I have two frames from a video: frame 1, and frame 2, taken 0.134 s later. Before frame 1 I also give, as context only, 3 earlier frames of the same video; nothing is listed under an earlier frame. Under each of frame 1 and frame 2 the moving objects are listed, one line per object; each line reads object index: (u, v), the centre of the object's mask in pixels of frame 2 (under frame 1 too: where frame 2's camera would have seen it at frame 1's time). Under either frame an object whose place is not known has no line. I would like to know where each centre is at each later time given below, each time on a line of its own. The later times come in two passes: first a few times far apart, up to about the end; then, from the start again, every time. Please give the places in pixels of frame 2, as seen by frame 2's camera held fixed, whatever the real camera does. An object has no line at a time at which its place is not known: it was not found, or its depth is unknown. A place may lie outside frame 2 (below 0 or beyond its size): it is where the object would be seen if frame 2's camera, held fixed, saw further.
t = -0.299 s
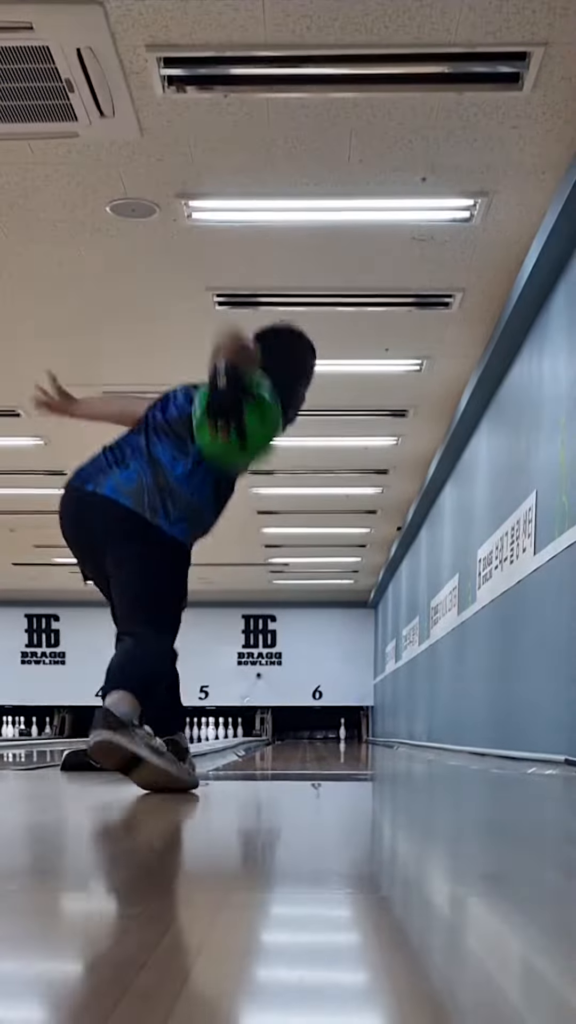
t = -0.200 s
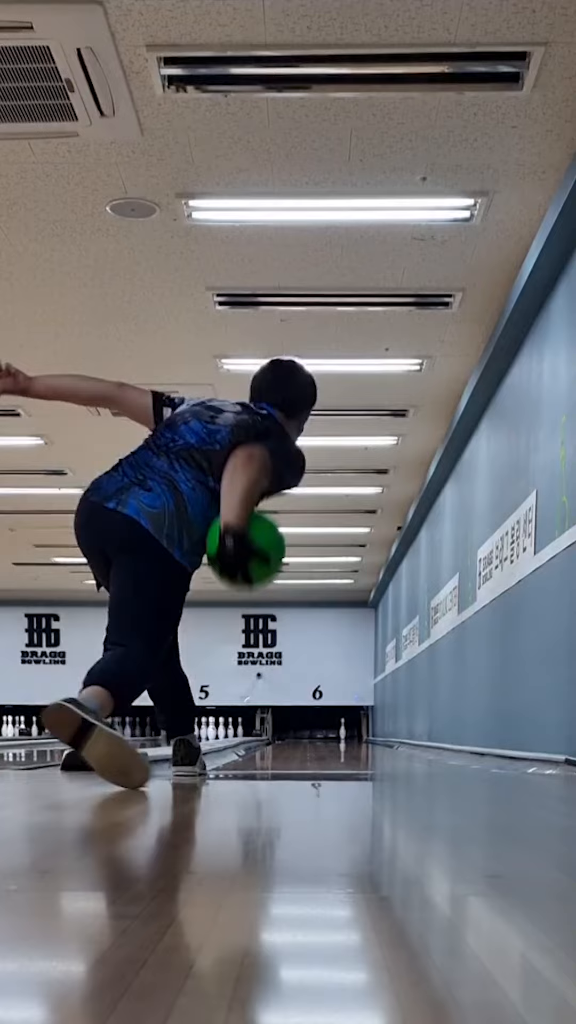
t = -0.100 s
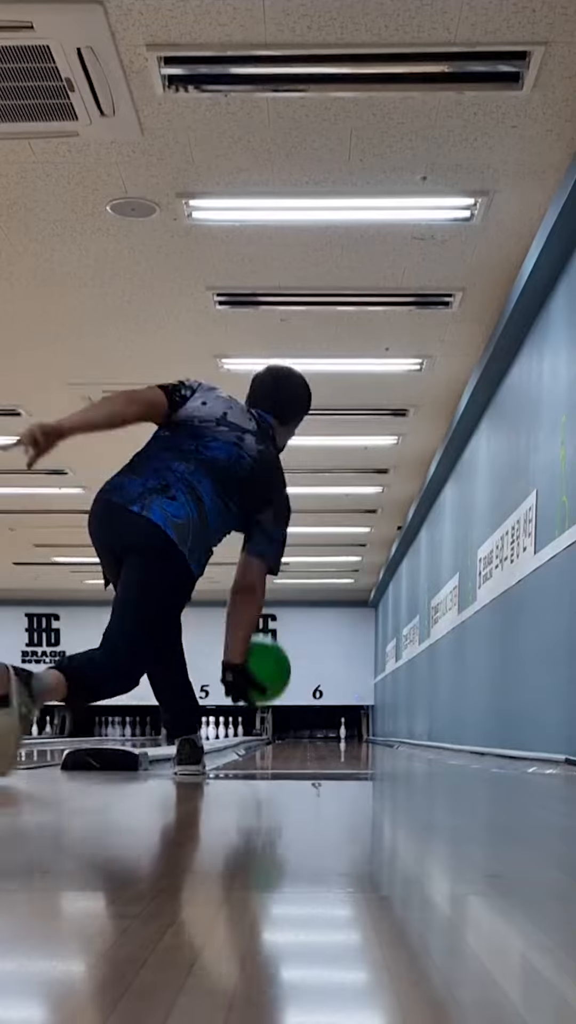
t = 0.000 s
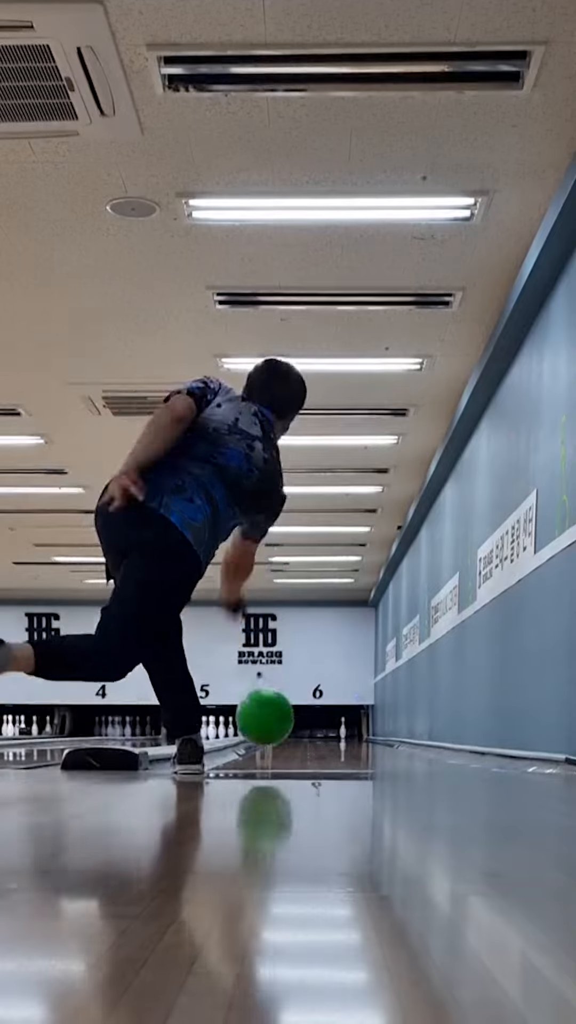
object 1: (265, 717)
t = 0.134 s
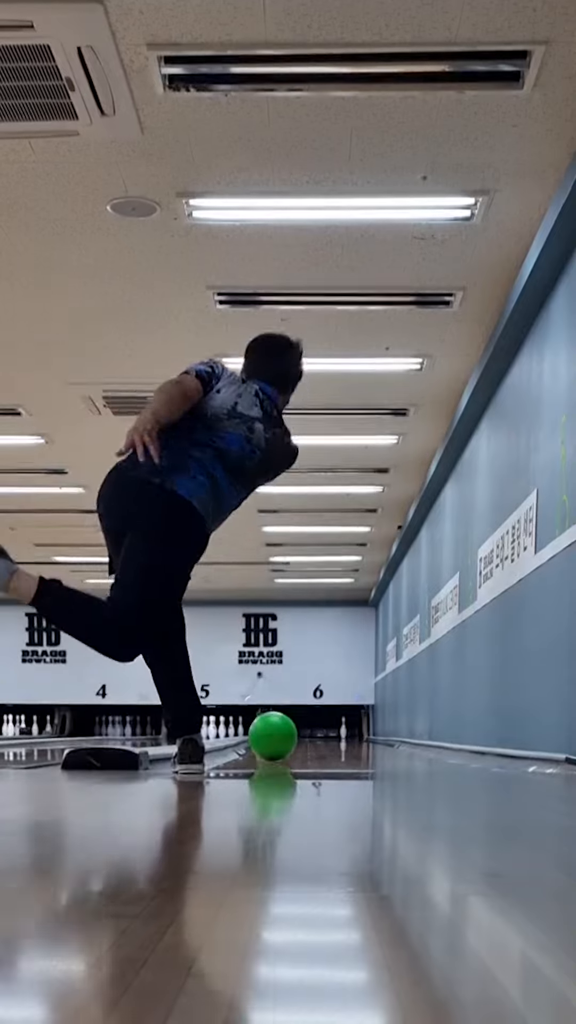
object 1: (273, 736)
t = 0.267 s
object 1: (279, 737)
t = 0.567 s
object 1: (289, 736)
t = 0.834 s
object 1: (296, 735)
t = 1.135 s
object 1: (302, 734)
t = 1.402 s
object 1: (307, 733)
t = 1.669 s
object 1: (312, 733)
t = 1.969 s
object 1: (318, 734)
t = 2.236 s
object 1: (324, 734)
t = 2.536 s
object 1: (331, 734)
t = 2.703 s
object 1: (336, 734)
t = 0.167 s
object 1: (274, 737)
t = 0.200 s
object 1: (276, 737)
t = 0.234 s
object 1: (277, 737)
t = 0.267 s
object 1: (279, 737)
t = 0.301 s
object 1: (280, 737)
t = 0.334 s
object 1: (281, 737)
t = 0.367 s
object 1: (283, 737)
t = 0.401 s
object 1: (284, 737)
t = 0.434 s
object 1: (285, 737)
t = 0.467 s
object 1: (286, 736)
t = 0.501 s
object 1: (287, 736)
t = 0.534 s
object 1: (288, 736)
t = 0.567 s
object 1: (289, 736)
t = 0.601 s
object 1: (290, 735)
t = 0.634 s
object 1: (291, 735)
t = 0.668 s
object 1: (292, 735)
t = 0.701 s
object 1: (293, 735)
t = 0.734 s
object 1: (294, 735)
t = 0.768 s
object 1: (295, 735)
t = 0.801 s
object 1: (295, 735)
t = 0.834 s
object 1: (296, 735)
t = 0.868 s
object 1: (297, 735)
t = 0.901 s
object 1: (298, 734)
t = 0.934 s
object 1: (298, 735)
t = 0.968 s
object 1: (299, 734)
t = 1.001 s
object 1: (300, 734)
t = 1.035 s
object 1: (300, 734)
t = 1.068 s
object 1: (301, 734)
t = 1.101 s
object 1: (302, 734)
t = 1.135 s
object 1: (302, 734)
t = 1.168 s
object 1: (303, 733)
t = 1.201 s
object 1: (304, 733)
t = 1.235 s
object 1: (304, 733)
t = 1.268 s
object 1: (305, 733)
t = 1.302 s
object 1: (305, 733)
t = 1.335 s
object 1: (306, 733)
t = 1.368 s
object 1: (307, 733)
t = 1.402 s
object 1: (307, 733)
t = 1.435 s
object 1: (308, 733)
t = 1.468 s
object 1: (309, 733)
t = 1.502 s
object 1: (309, 733)
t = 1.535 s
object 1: (310, 733)
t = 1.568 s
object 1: (310, 733)
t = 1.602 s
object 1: (311, 733)
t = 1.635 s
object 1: (311, 733)
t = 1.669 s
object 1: (312, 733)
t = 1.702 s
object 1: (313, 733)
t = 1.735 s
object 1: (313, 733)
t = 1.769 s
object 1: (314, 733)
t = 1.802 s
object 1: (314, 733)
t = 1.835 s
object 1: (315, 734)
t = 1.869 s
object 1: (316, 734)
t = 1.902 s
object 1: (316, 734)
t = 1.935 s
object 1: (317, 734)
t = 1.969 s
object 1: (318, 734)
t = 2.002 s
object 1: (318, 734)
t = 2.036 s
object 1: (319, 734)
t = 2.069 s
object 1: (320, 734)
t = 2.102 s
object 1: (320, 734)
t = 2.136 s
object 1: (321, 734)
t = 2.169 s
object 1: (322, 734)
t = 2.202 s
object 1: (323, 734)
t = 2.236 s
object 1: (324, 734)
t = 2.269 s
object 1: (324, 734)
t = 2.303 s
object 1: (325, 734)
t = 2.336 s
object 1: (326, 734)
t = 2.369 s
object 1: (327, 734)
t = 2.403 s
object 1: (329, 734)
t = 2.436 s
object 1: (329, 734)
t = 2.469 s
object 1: (330, 734)
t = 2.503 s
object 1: (331, 734)
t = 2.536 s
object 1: (331, 734)
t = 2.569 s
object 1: (332, 734)
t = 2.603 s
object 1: (333, 733)
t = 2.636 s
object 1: (334, 733)
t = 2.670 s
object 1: (335, 733)
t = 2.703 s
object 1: (336, 734)
